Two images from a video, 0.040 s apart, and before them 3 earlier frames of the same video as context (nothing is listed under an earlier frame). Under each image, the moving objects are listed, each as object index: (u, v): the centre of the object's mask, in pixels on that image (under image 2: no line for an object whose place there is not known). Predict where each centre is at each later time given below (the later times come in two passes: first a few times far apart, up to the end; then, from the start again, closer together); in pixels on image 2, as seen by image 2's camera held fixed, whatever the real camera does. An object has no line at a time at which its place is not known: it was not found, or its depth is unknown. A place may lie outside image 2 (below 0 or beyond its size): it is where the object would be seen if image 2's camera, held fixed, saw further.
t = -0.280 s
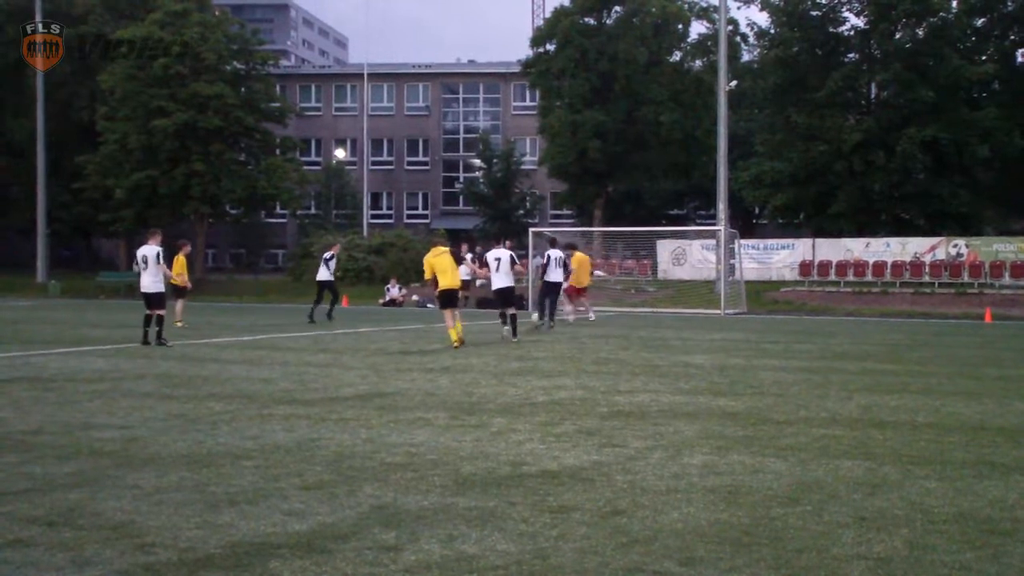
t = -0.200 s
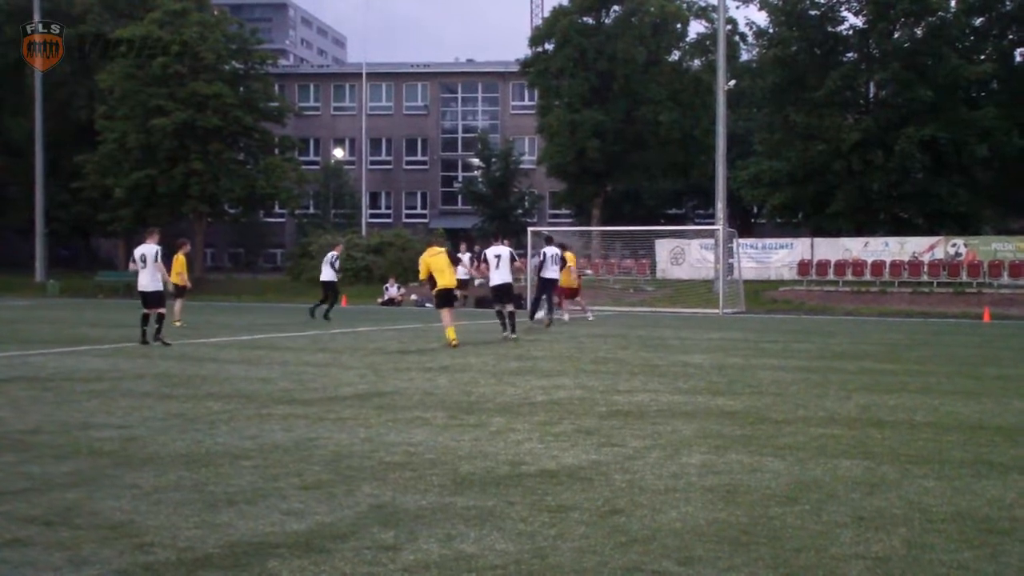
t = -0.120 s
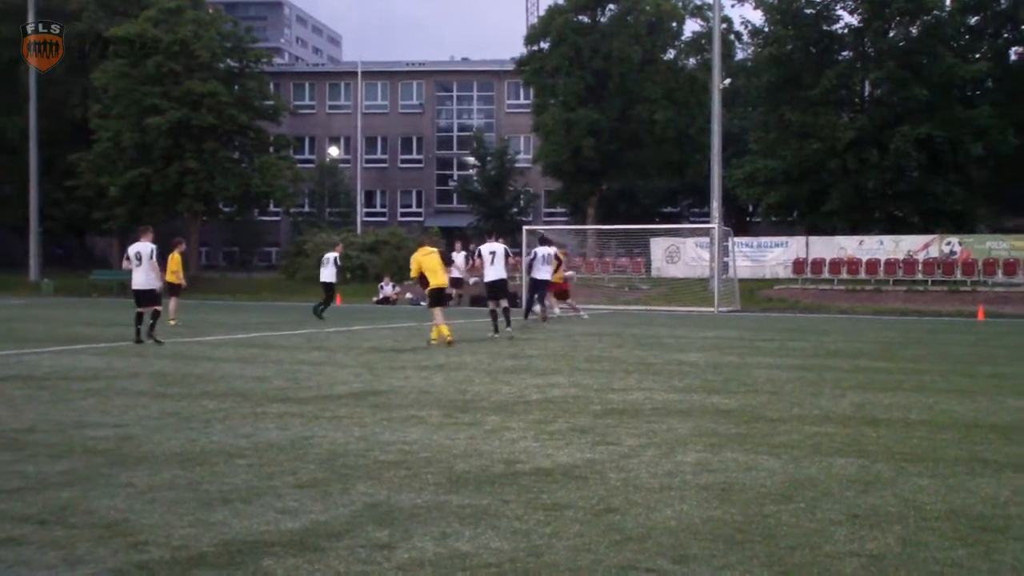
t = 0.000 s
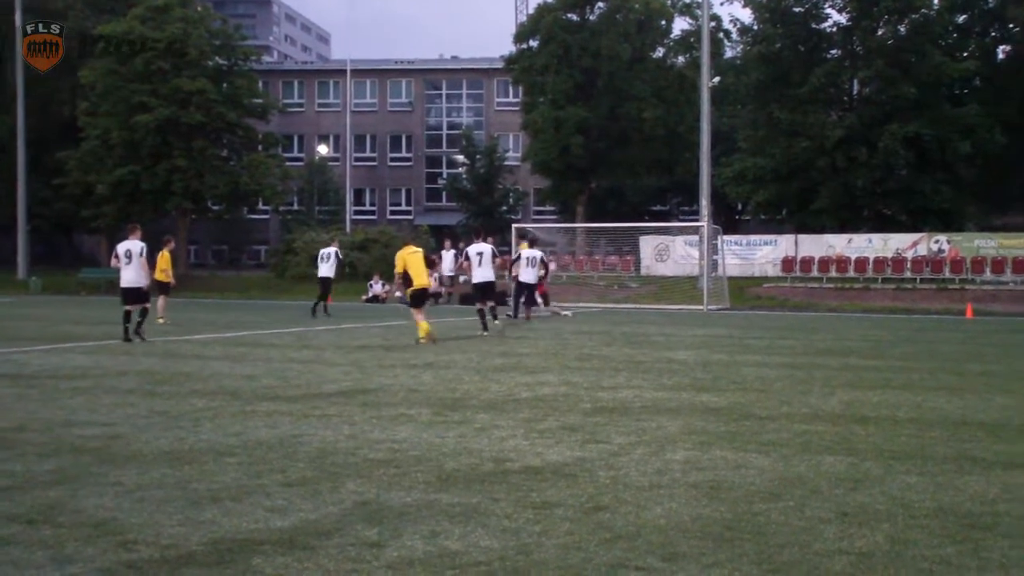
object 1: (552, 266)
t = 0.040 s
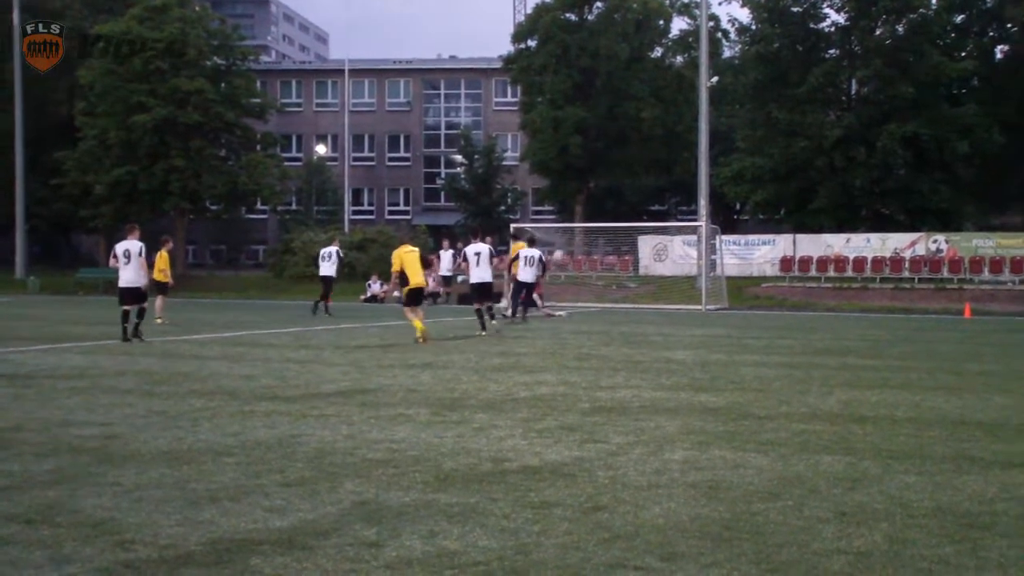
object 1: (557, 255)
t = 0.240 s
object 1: (601, 204)
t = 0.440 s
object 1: (648, 168)
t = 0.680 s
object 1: (709, 150)
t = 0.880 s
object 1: (764, 161)
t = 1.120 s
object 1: (836, 203)
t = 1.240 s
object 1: (874, 239)
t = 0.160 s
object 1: (584, 221)
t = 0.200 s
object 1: (592, 212)
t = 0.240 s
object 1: (601, 204)
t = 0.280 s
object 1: (610, 195)
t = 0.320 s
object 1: (619, 187)
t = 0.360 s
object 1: (629, 180)
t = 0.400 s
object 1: (639, 174)
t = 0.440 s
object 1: (648, 168)
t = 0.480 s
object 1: (658, 163)
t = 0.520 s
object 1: (668, 159)
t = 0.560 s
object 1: (678, 156)
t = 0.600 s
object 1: (688, 154)
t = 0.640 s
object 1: (698, 152)
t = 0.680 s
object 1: (709, 150)
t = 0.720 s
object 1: (720, 151)
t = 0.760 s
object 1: (731, 152)
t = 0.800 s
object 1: (742, 154)
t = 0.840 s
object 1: (753, 157)
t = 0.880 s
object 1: (764, 161)
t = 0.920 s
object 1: (776, 165)
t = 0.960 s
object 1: (788, 170)
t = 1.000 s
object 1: (800, 177)
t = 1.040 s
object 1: (812, 184)
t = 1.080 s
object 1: (824, 193)
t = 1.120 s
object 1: (836, 203)
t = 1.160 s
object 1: (848, 214)
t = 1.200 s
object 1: (861, 225)
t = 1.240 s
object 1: (874, 239)
